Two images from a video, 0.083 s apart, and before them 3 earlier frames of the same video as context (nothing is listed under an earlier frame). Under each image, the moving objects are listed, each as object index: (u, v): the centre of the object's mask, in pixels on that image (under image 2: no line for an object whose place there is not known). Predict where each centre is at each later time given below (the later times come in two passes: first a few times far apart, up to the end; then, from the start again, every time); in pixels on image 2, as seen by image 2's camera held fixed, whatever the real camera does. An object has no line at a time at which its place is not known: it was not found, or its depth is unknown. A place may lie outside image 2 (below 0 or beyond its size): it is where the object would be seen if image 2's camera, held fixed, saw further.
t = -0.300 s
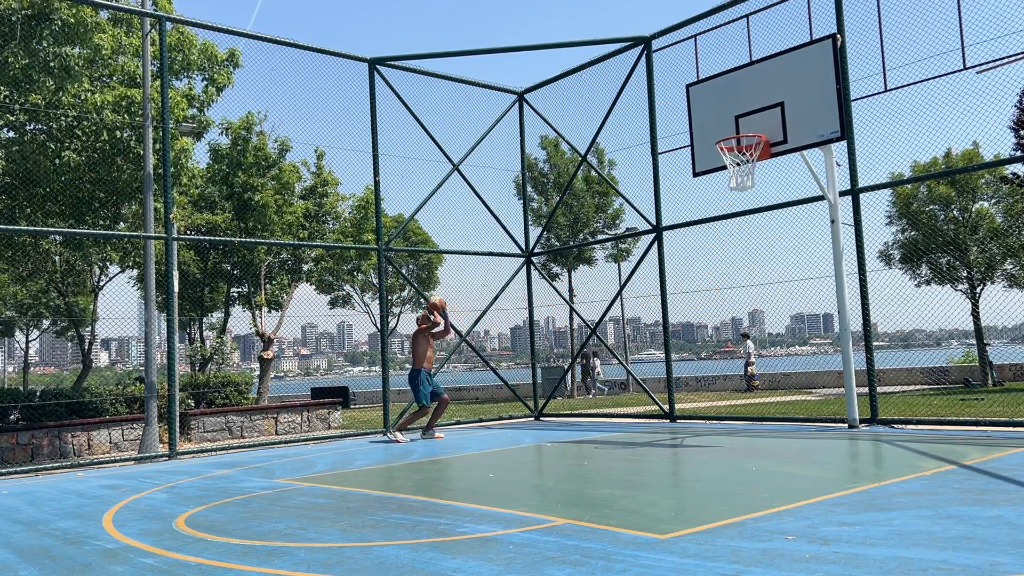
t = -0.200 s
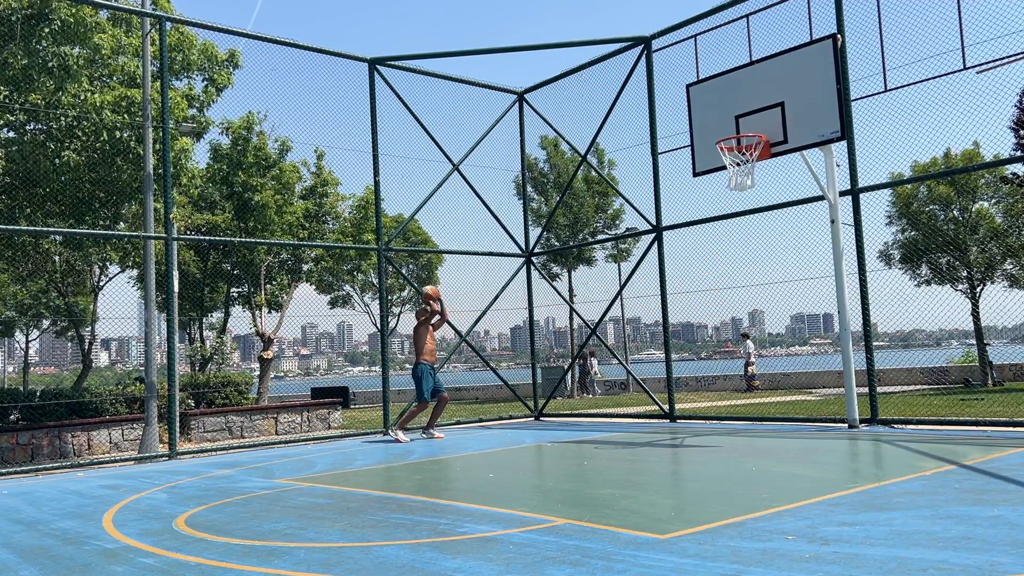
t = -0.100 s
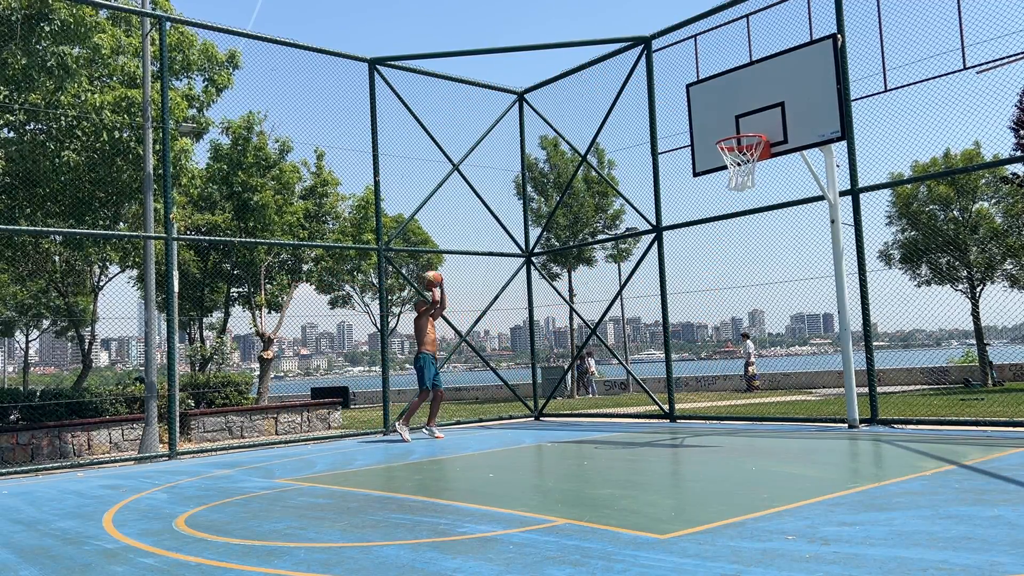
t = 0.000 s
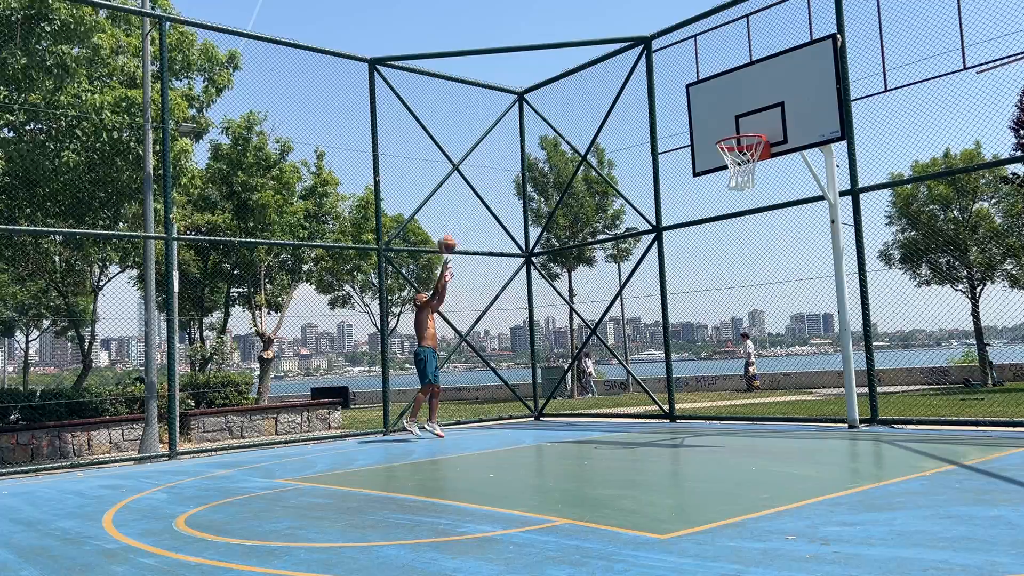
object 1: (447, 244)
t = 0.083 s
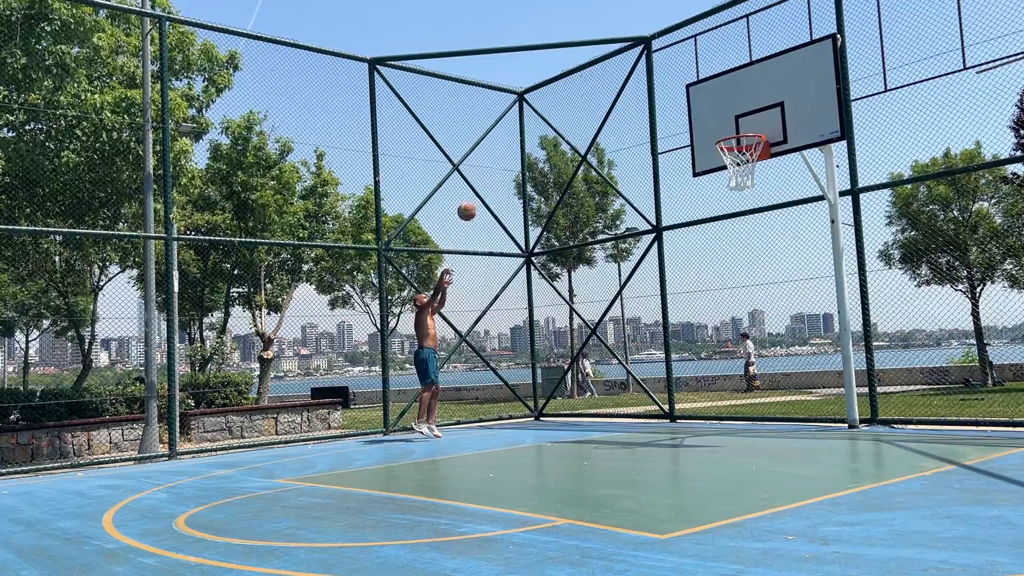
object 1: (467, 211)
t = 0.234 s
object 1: (504, 163)
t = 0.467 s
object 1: (570, 115)
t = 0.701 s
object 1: (646, 108)
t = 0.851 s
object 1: (703, 129)
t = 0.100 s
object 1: (471, 205)
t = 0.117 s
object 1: (475, 199)
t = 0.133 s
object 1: (479, 193)
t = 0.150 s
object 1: (483, 189)
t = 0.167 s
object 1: (487, 183)
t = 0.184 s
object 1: (491, 178)
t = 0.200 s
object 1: (496, 172)
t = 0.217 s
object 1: (500, 168)
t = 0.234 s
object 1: (504, 163)
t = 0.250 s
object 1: (509, 158)
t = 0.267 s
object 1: (513, 154)
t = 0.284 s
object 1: (517, 150)
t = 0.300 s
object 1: (522, 146)
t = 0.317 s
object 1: (527, 142)
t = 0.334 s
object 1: (532, 138)
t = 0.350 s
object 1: (537, 135)
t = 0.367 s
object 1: (540, 131)
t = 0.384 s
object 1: (545, 128)
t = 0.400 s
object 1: (550, 125)
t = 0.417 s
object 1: (555, 122)
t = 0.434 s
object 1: (560, 120)
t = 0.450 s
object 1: (565, 117)
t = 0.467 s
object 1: (570, 115)
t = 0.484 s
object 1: (575, 113)
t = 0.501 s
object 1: (579, 111)
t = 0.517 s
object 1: (585, 110)
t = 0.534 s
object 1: (590, 109)
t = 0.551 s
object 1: (595, 108)
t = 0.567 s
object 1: (601, 107)
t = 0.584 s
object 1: (606, 106)
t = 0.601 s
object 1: (611, 105)
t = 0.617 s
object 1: (617, 105)
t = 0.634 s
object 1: (623, 105)
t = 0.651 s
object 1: (628, 105)
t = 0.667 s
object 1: (634, 106)
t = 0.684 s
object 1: (640, 107)
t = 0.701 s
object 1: (646, 108)
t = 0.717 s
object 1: (652, 109)
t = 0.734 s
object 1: (658, 110)
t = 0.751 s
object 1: (664, 113)
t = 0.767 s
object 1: (670, 114)
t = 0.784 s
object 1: (676, 117)
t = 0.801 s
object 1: (683, 119)
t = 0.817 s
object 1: (689, 122)
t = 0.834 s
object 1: (696, 125)
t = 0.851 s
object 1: (703, 129)
